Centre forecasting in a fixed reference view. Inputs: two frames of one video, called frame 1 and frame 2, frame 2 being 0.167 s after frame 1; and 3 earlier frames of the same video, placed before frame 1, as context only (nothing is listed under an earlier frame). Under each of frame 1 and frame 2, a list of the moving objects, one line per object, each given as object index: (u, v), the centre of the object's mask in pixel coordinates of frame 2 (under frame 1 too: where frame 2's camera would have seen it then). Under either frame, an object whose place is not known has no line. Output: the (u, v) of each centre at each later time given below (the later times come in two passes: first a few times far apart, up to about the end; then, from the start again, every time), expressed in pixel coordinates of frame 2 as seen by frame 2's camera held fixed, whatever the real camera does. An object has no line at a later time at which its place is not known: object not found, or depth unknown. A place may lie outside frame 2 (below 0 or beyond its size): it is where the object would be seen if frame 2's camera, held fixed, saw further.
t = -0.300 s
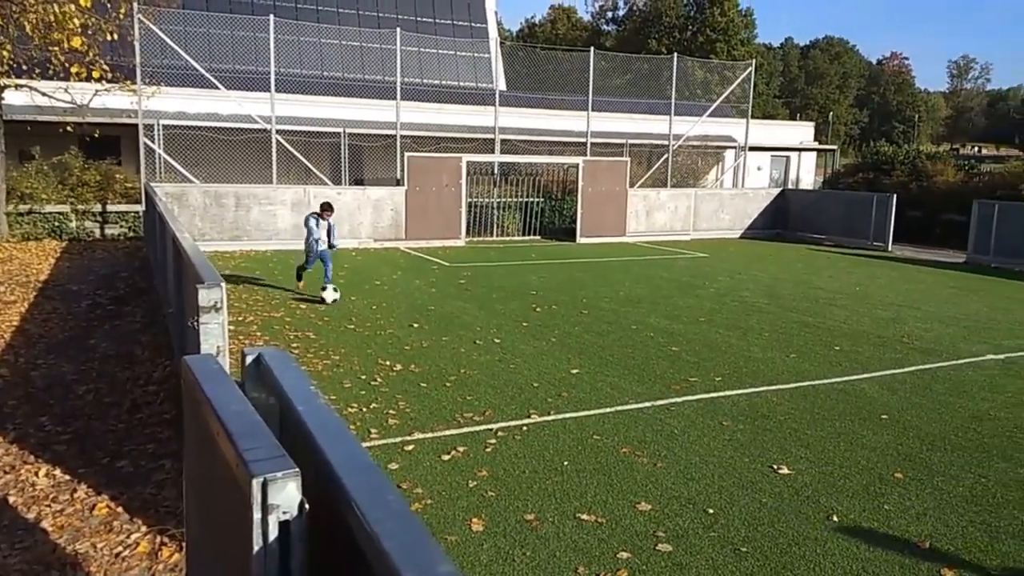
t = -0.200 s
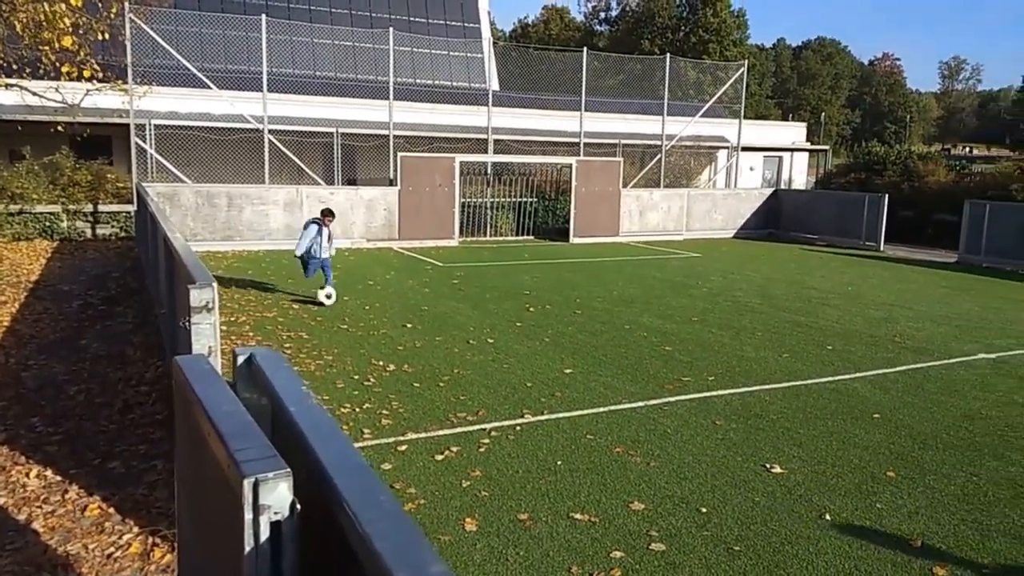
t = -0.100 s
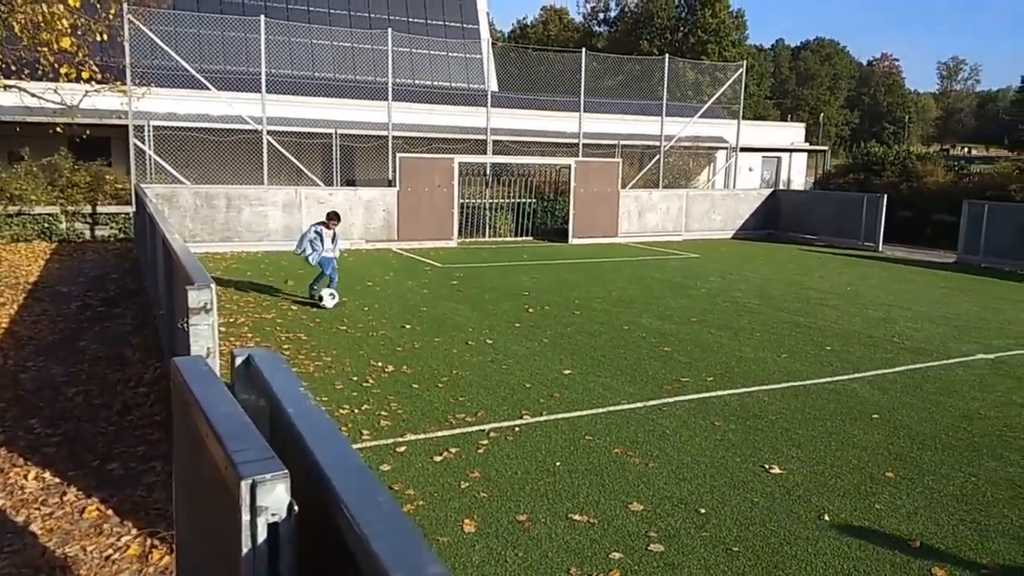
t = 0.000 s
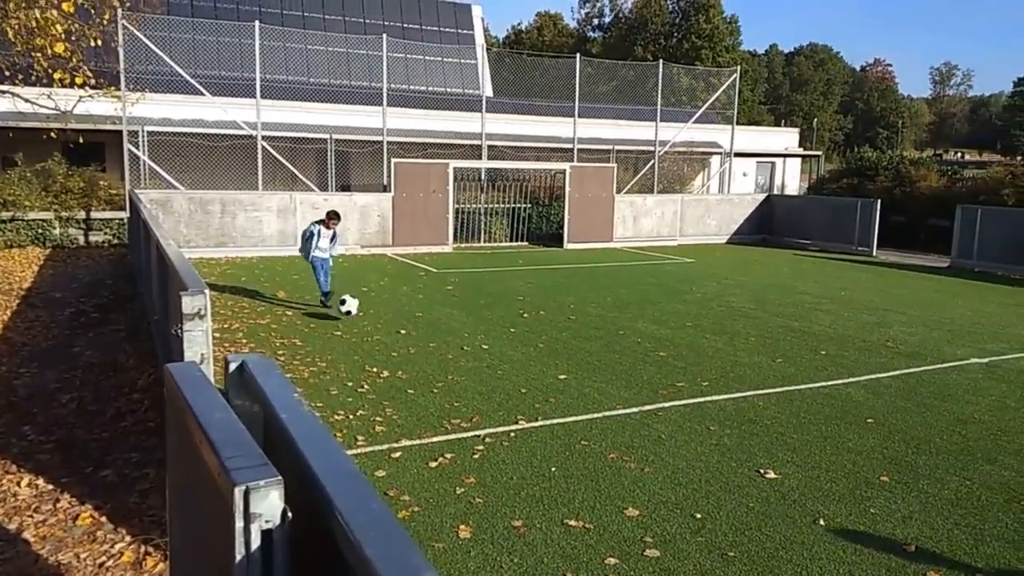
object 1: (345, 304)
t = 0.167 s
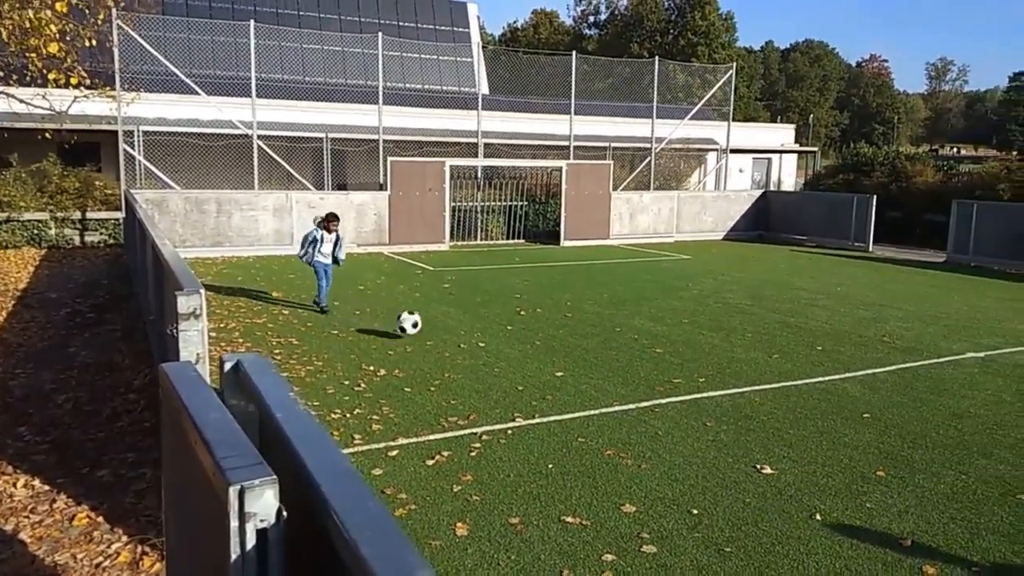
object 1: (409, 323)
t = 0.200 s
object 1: (424, 330)
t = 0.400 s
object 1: (511, 347)
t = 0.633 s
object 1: (620, 377)
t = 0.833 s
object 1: (721, 411)
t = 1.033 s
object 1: (817, 443)
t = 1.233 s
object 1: (925, 473)
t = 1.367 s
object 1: (1006, 496)
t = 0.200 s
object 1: (424, 330)
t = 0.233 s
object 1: (438, 336)
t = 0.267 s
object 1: (452, 336)
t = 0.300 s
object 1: (466, 337)
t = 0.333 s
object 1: (480, 339)
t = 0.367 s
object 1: (495, 343)
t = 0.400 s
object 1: (511, 347)
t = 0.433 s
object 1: (527, 354)
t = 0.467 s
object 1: (544, 362)
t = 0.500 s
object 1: (561, 371)
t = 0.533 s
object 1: (575, 371)
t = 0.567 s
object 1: (590, 371)
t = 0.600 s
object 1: (604, 373)
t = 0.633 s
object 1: (620, 377)
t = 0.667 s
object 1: (638, 382)
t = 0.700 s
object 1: (655, 389)
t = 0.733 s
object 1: (672, 397)
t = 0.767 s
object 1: (690, 407)
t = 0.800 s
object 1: (706, 411)
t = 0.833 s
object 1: (721, 411)
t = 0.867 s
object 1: (736, 413)
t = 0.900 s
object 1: (751, 417)
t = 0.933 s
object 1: (767, 424)
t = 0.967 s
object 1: (784, 431)
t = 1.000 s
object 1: (801, 441)
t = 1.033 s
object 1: (817, 443)
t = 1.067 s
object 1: (834, 447)
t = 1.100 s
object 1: (852, 451)
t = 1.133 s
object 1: (868, 459)
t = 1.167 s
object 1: (885, 465)
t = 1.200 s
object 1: (904, 468)
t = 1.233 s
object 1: (925, 473)
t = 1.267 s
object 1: (944, 480)
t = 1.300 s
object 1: (965, 488)
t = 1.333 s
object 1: (986, 491)
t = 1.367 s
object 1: (1006, 496)
